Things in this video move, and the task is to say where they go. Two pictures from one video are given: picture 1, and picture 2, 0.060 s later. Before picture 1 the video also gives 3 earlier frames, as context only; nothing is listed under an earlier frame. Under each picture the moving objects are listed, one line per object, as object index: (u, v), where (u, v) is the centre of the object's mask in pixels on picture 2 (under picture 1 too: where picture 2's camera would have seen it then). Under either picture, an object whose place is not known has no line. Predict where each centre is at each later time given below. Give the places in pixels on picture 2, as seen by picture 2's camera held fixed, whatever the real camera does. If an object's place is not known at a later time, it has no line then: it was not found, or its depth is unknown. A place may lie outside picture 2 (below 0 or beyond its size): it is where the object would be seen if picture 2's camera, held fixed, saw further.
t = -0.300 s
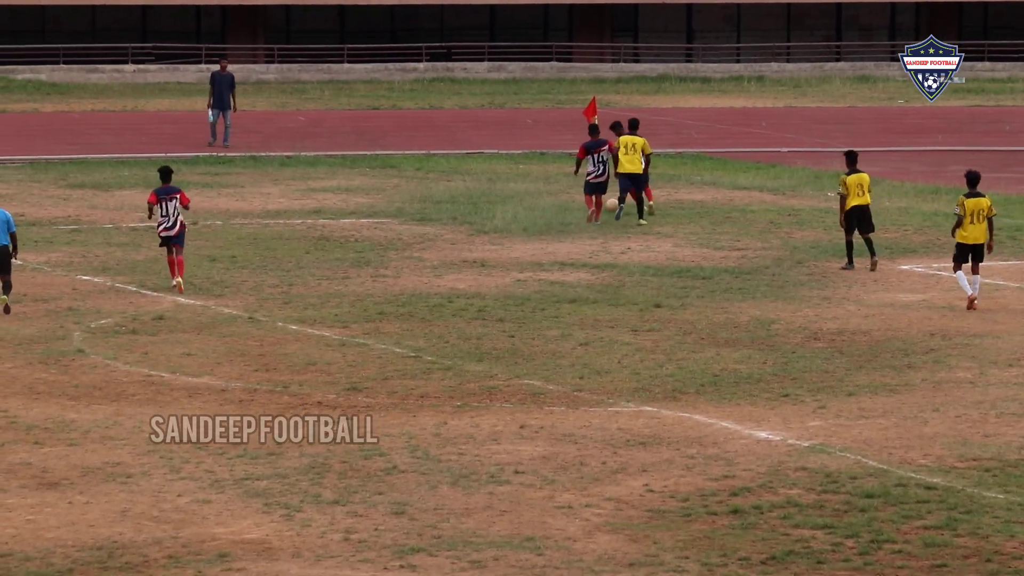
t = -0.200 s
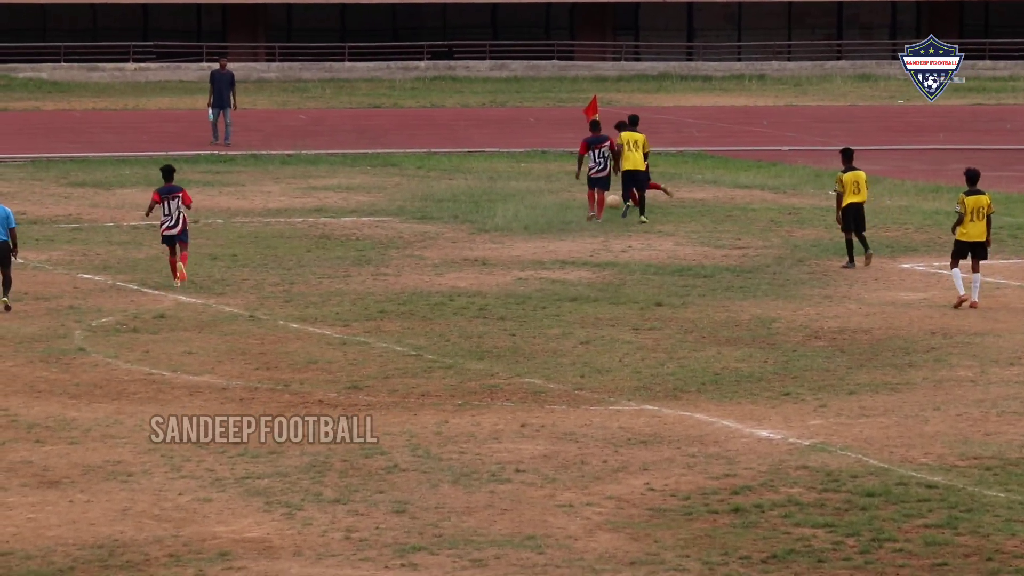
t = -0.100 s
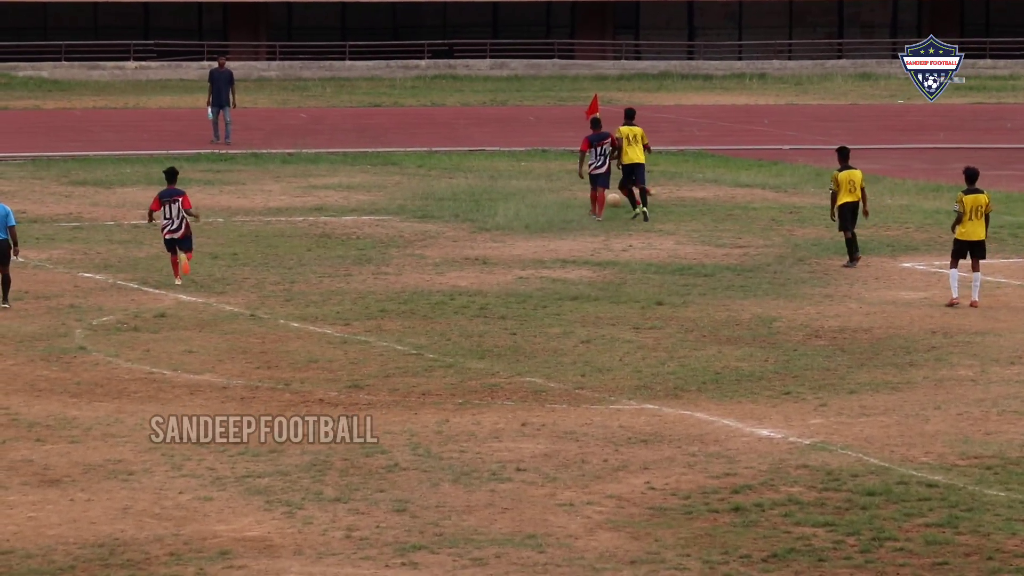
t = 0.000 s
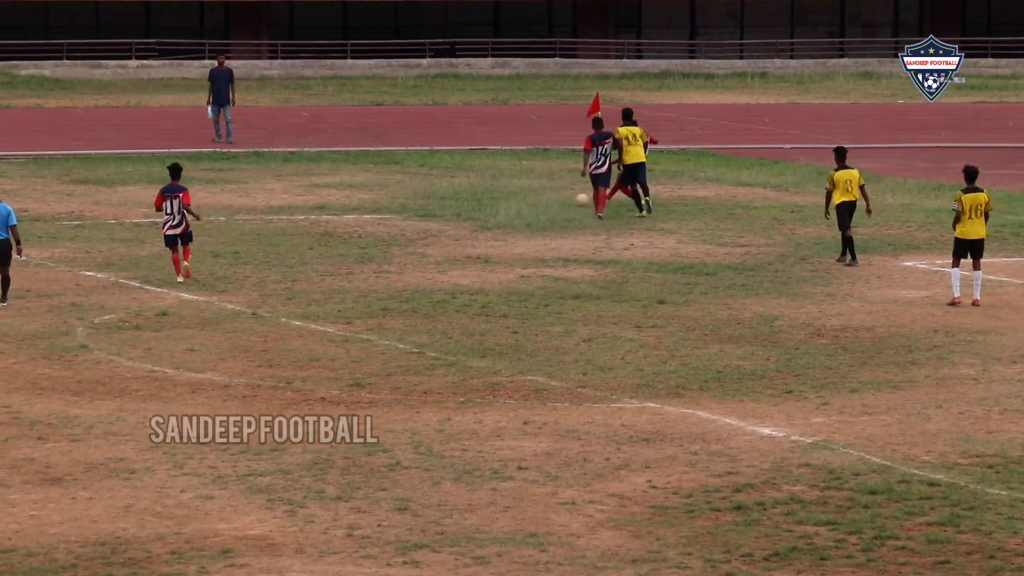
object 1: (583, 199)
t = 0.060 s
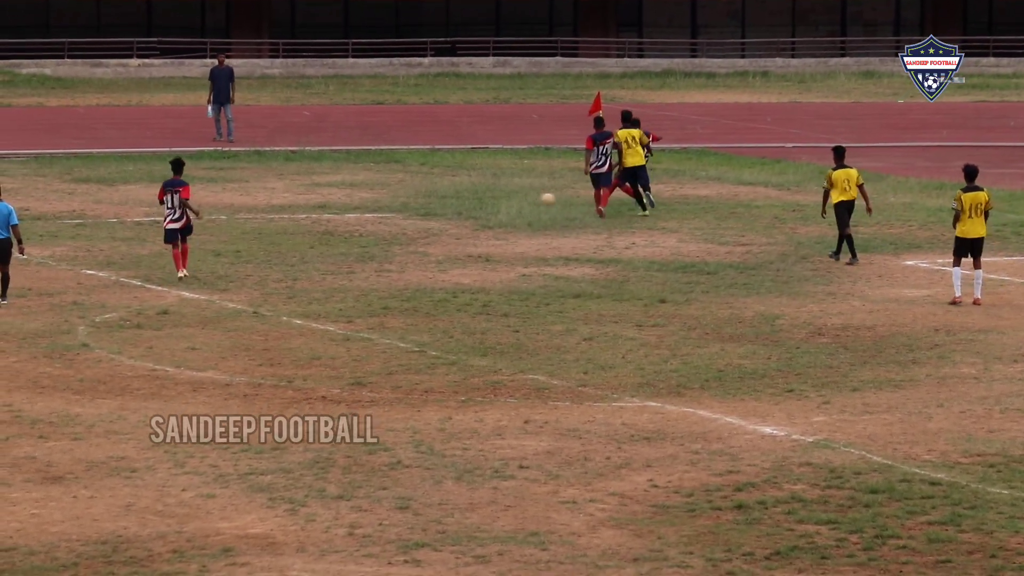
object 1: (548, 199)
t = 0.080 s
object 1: (536, 200)
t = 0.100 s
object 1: (524, 199)
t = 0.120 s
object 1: (512, 201)
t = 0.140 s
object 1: (500, 202)
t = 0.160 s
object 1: (489, 203)
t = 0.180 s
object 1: (478, 204)
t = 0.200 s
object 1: (469, 204)
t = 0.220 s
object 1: (459, 203)
